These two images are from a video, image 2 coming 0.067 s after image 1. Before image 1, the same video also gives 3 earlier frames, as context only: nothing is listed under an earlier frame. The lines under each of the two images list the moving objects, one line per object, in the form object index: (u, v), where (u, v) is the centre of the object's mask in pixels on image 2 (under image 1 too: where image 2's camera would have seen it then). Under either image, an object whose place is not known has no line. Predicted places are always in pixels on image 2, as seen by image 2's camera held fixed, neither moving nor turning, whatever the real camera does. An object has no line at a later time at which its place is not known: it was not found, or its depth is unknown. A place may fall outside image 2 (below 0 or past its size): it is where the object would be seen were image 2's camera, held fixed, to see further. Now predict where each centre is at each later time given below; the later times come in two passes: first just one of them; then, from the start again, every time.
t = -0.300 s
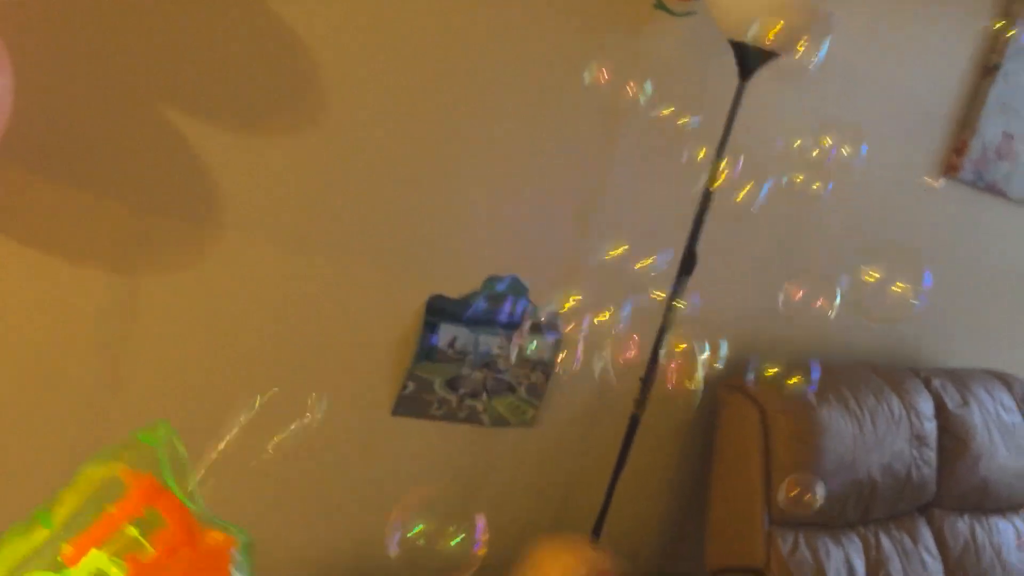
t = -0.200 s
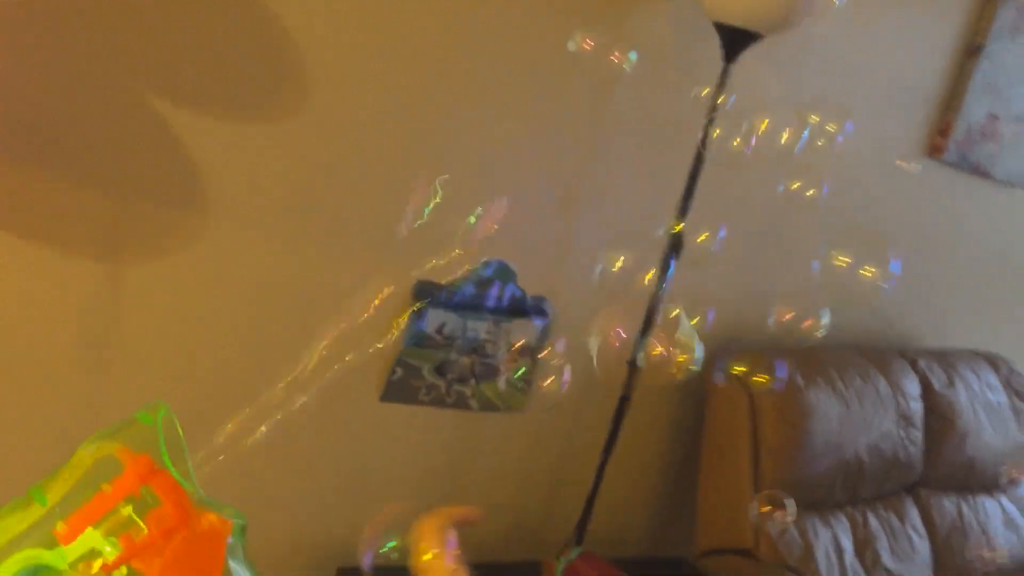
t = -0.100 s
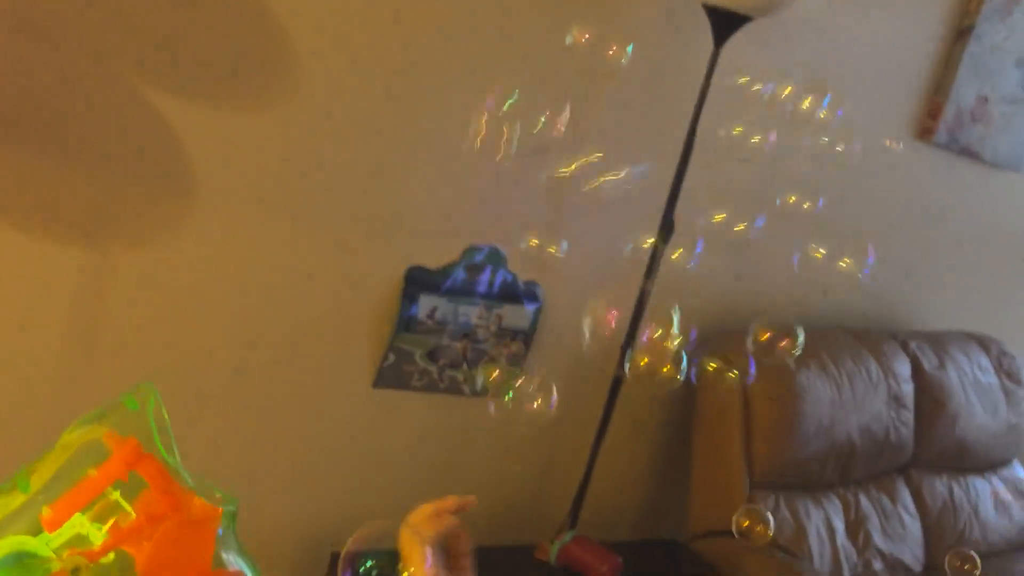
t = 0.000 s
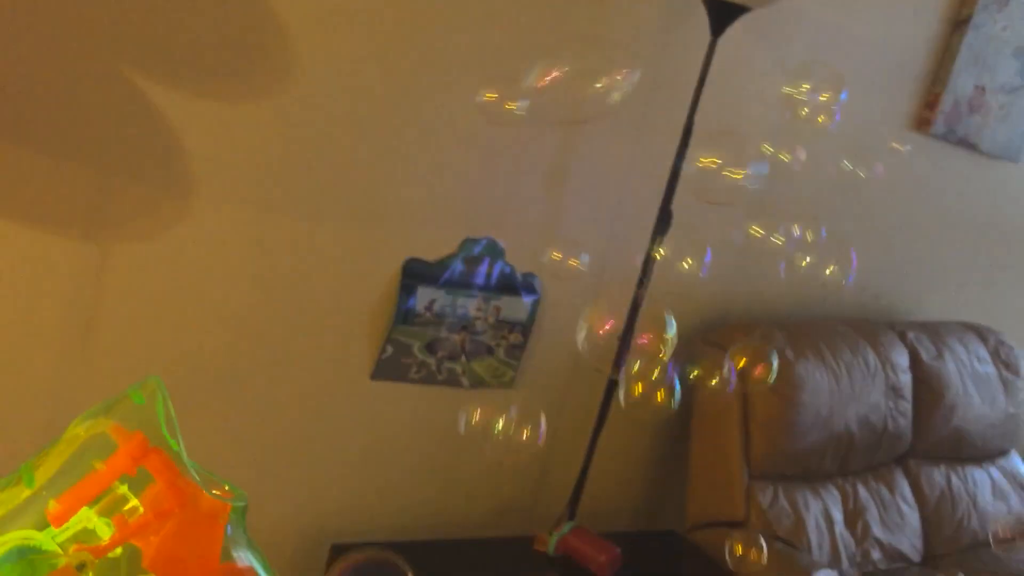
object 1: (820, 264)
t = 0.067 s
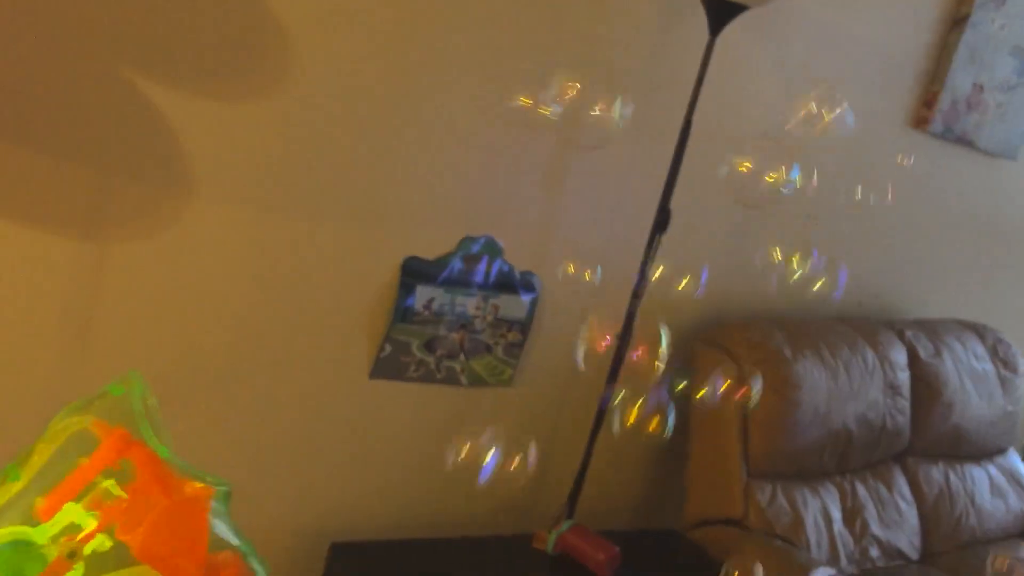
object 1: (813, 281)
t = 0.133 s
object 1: (799, 293)
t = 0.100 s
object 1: (804, 281)
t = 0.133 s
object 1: (799, 293)
